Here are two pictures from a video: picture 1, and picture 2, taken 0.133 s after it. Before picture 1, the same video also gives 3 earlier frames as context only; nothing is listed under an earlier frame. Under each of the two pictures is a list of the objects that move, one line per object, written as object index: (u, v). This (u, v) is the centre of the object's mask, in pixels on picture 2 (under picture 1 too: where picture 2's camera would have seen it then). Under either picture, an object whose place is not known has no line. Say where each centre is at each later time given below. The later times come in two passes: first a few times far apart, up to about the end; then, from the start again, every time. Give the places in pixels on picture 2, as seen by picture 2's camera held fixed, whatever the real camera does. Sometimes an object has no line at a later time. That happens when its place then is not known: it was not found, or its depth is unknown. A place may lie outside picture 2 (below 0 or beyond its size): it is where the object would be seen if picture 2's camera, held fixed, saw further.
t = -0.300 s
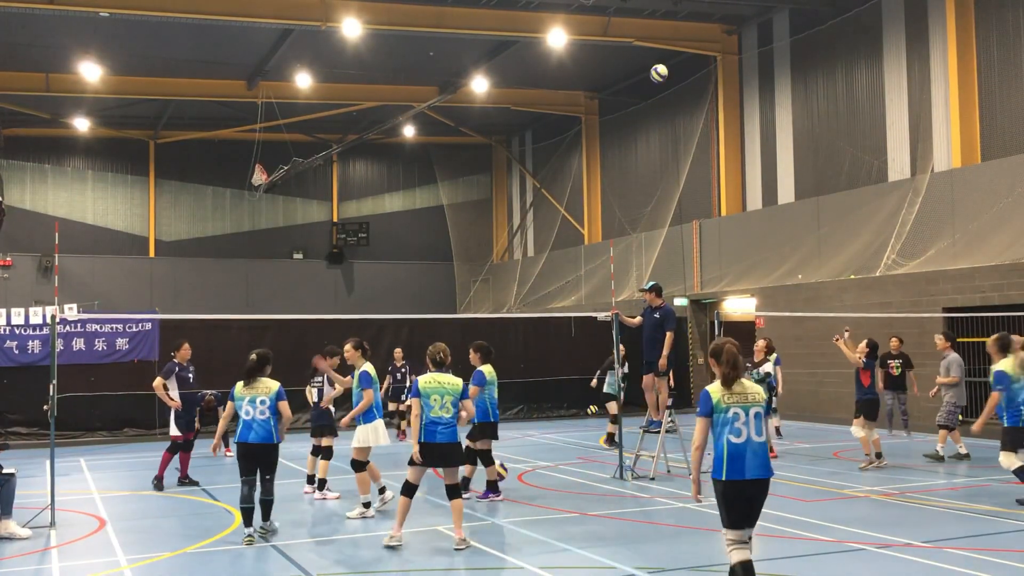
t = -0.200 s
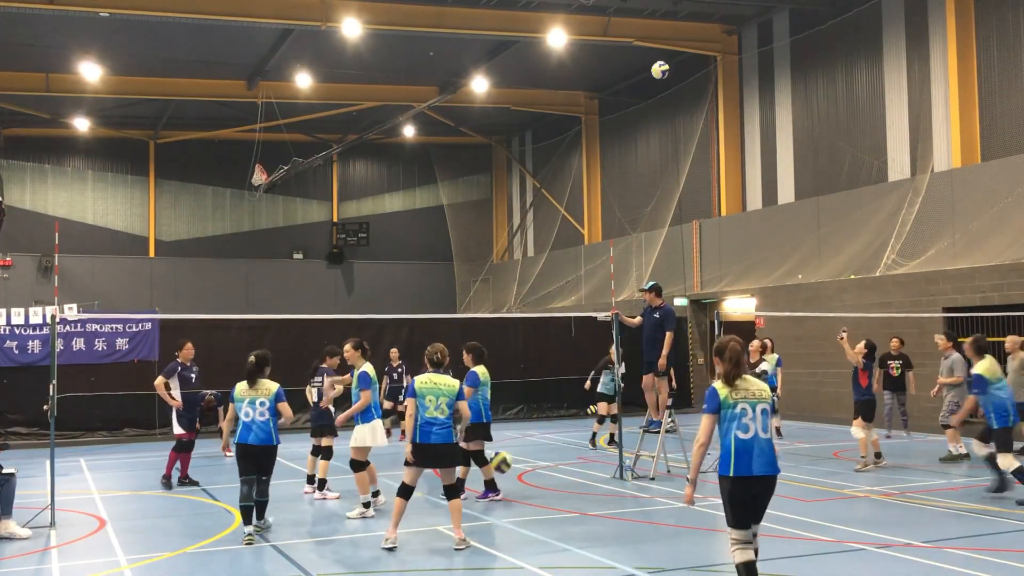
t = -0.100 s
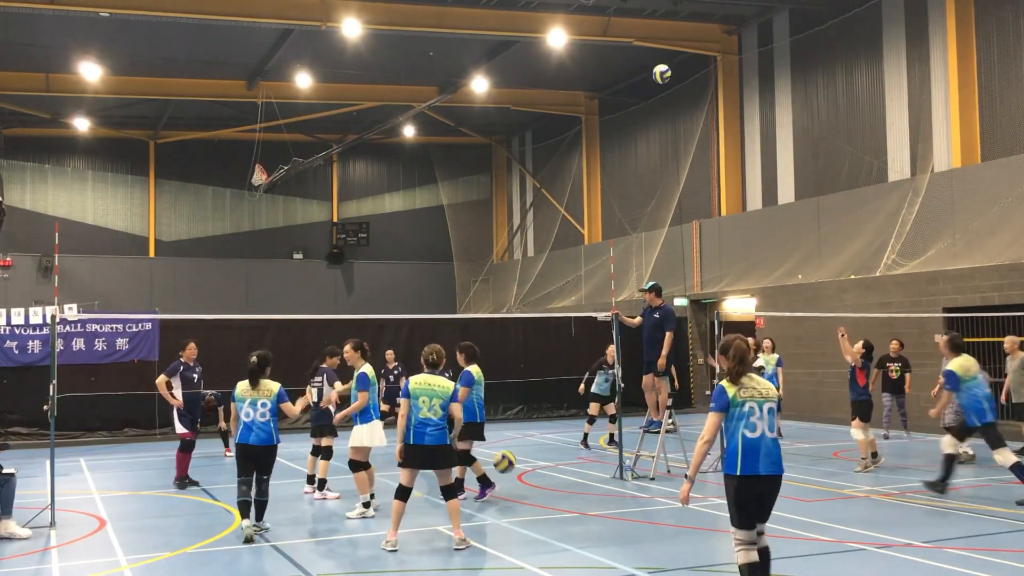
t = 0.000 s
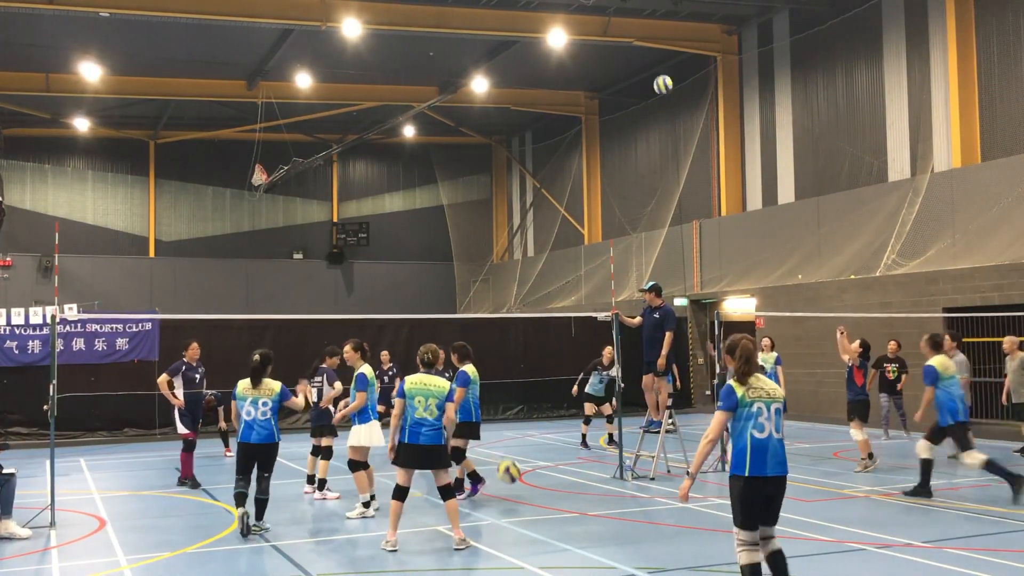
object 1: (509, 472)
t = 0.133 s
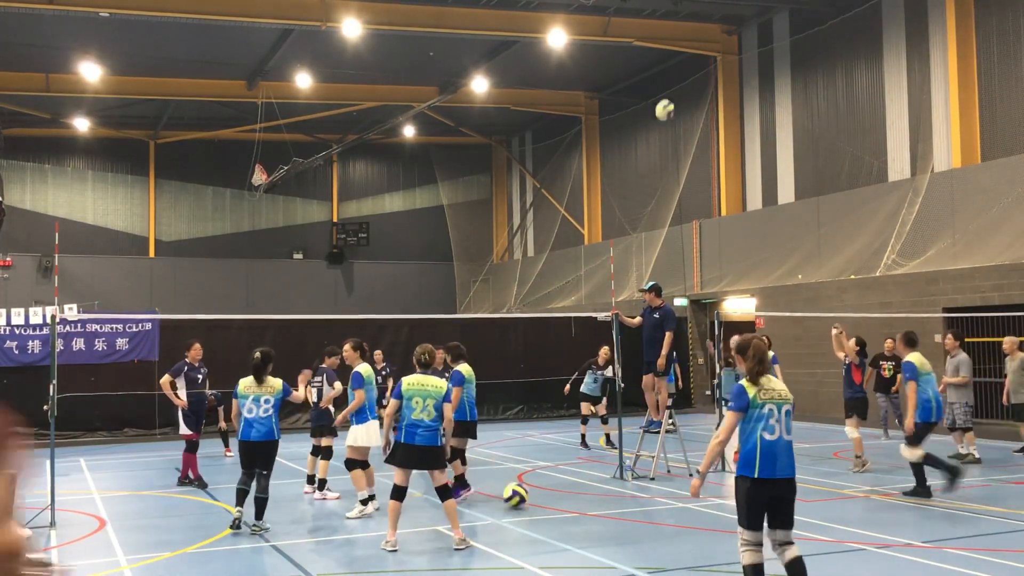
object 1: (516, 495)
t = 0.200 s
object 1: (519, 488)
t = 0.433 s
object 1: (532, 493)
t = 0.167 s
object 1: (518, 490)
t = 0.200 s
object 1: (519, 488)
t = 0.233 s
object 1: (521, 485)
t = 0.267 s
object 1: (522, 483)
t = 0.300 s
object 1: (524, 483)
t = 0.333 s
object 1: (526, 483)
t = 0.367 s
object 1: (528, 485)
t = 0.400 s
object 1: (530, 489)
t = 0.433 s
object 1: (532, 493)
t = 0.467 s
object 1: (532, 502)
